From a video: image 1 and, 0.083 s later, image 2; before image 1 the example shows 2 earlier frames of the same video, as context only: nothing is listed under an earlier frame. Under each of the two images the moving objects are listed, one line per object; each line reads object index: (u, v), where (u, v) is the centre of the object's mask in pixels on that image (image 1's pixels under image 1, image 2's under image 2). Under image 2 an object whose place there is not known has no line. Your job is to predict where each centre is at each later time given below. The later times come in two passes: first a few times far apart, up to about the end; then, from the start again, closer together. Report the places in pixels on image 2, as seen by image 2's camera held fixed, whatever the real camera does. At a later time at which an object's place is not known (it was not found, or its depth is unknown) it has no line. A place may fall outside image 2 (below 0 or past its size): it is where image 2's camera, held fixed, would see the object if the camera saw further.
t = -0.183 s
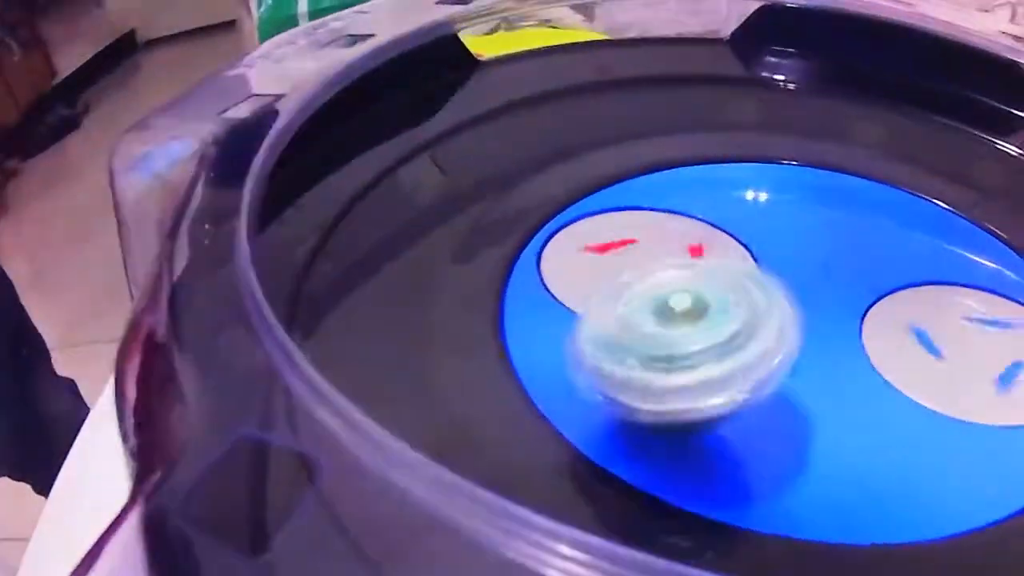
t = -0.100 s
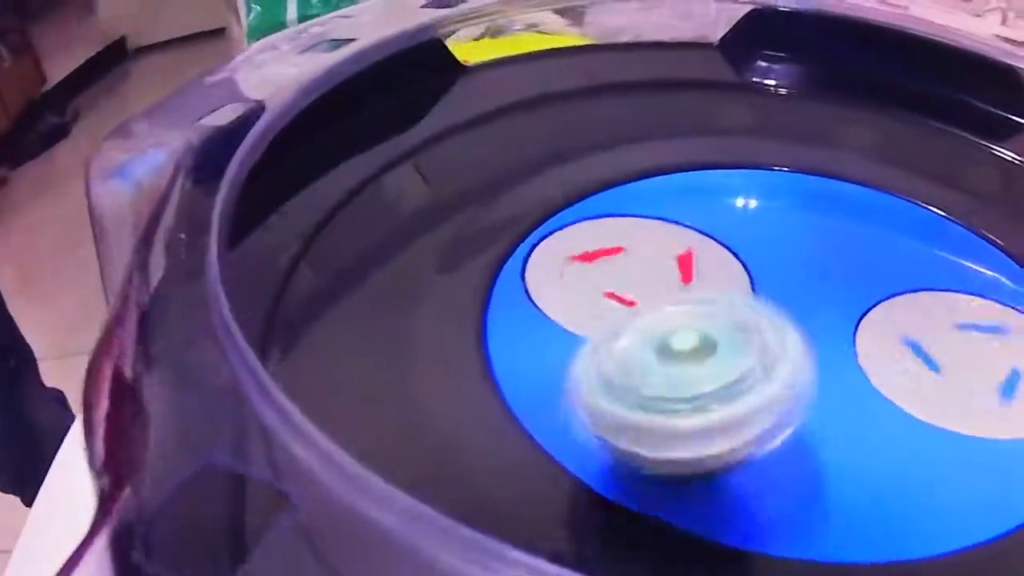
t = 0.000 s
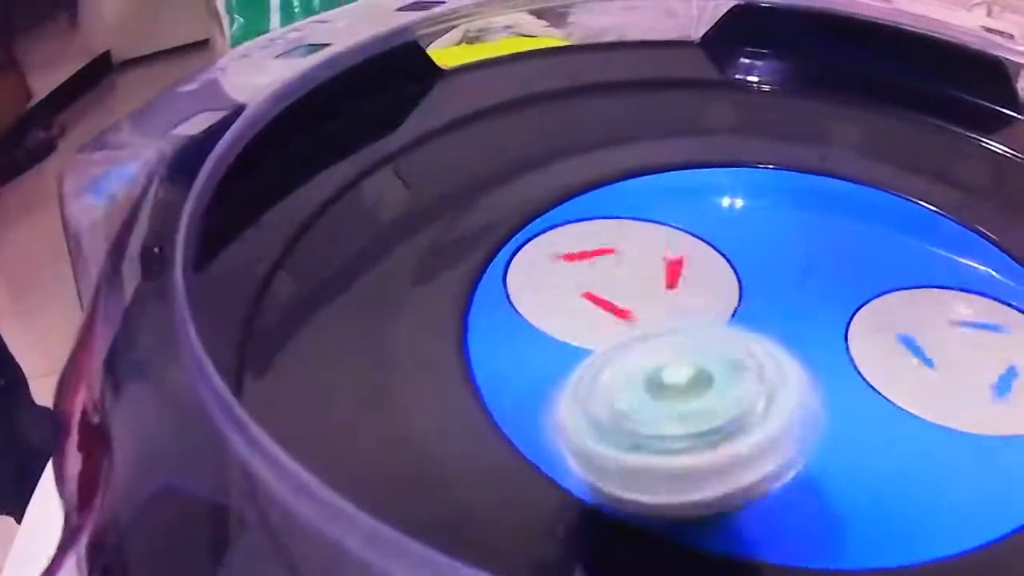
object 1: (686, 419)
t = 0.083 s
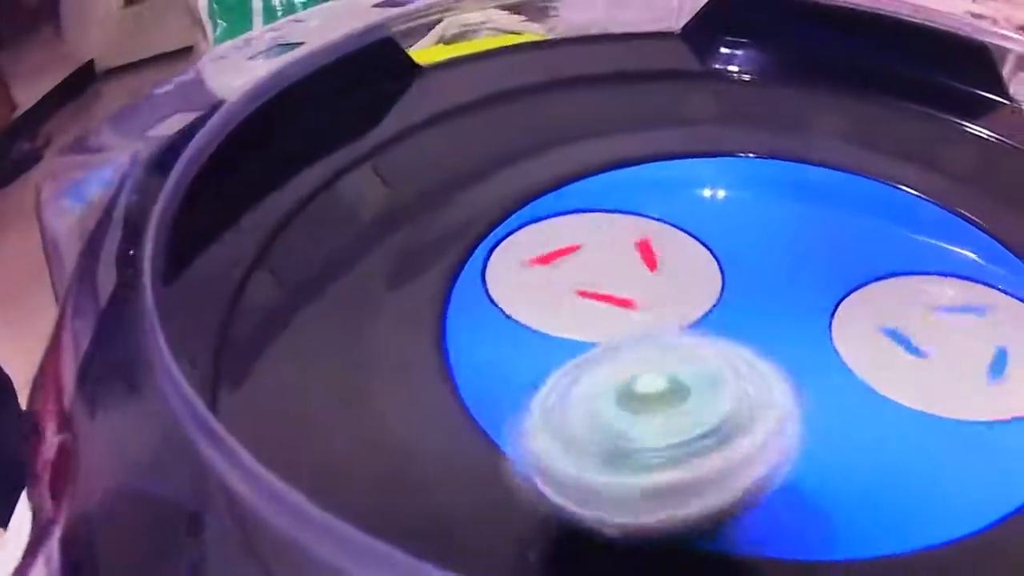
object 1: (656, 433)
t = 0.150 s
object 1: (663, 419)
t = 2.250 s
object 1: (948, 340)
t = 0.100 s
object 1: (658, 430)
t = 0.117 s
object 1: (659, 427)
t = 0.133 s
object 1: (661, 421)
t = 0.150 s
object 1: (663, 419)
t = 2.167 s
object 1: (964, 349)
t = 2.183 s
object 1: (959, 346)
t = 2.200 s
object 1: (957, 345)
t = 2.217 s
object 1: (953, 343)
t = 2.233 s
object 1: (952, 342)
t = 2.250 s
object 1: (948, 340)
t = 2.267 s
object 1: (947, 339)
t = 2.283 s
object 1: (944, 339)
